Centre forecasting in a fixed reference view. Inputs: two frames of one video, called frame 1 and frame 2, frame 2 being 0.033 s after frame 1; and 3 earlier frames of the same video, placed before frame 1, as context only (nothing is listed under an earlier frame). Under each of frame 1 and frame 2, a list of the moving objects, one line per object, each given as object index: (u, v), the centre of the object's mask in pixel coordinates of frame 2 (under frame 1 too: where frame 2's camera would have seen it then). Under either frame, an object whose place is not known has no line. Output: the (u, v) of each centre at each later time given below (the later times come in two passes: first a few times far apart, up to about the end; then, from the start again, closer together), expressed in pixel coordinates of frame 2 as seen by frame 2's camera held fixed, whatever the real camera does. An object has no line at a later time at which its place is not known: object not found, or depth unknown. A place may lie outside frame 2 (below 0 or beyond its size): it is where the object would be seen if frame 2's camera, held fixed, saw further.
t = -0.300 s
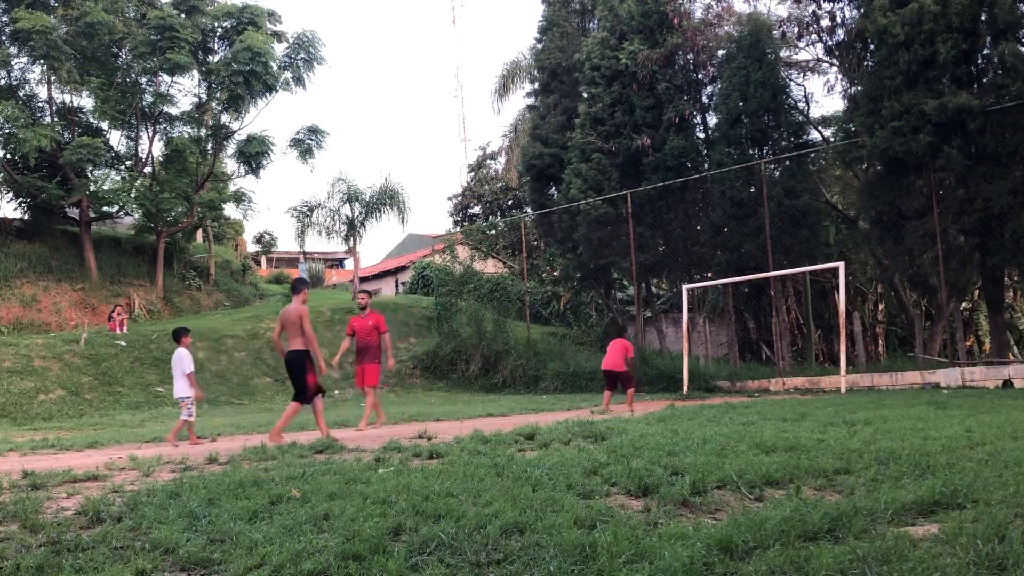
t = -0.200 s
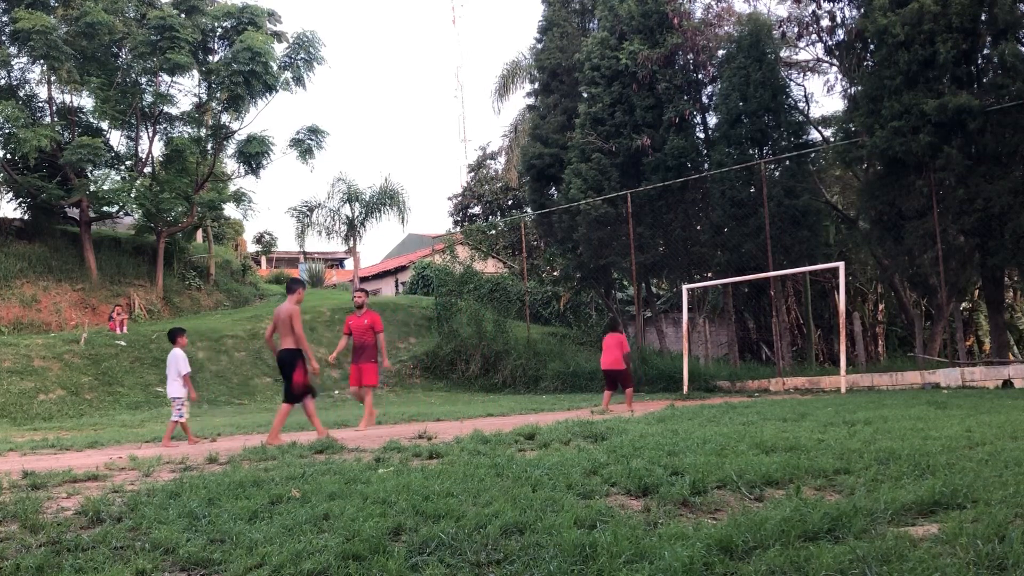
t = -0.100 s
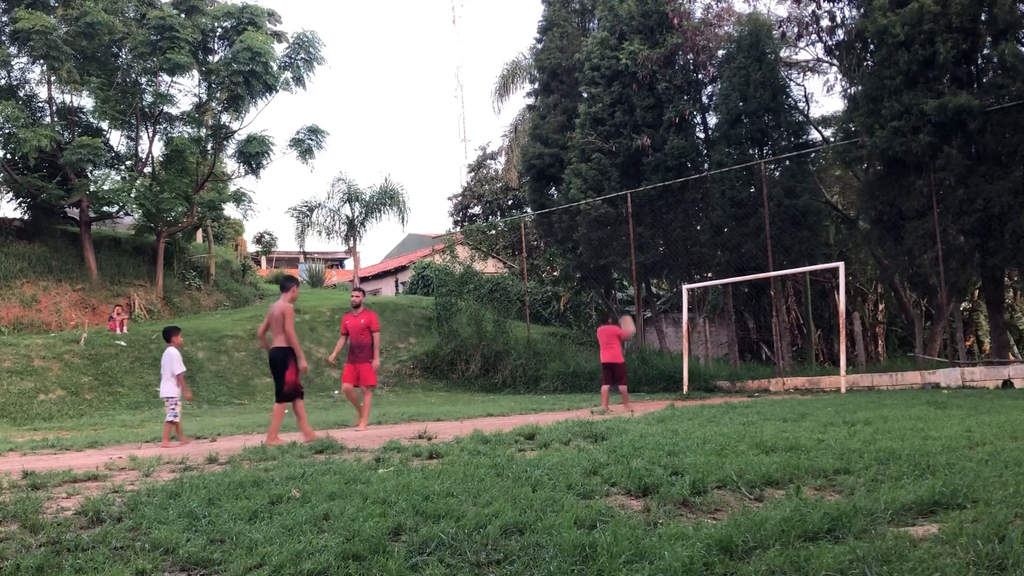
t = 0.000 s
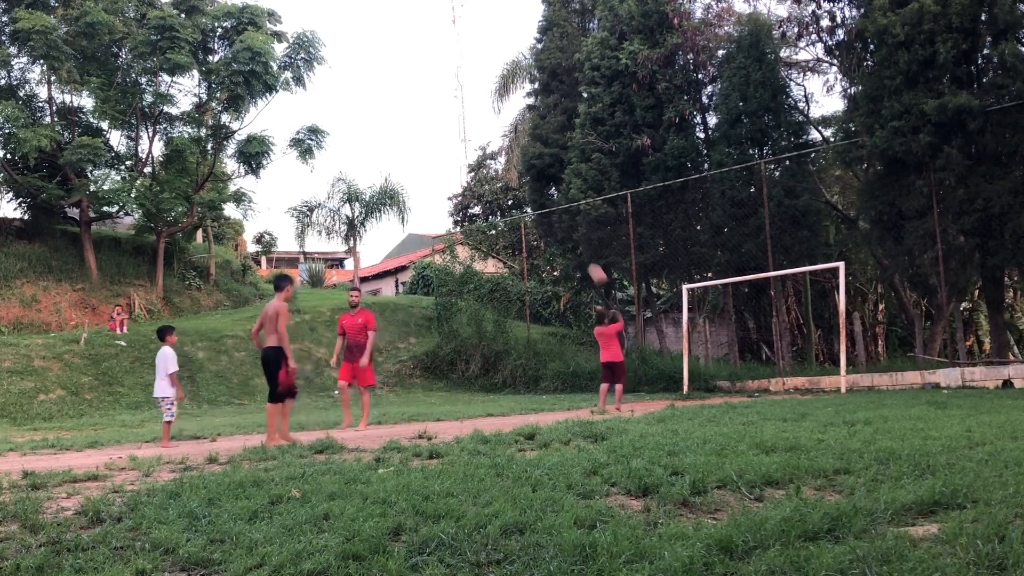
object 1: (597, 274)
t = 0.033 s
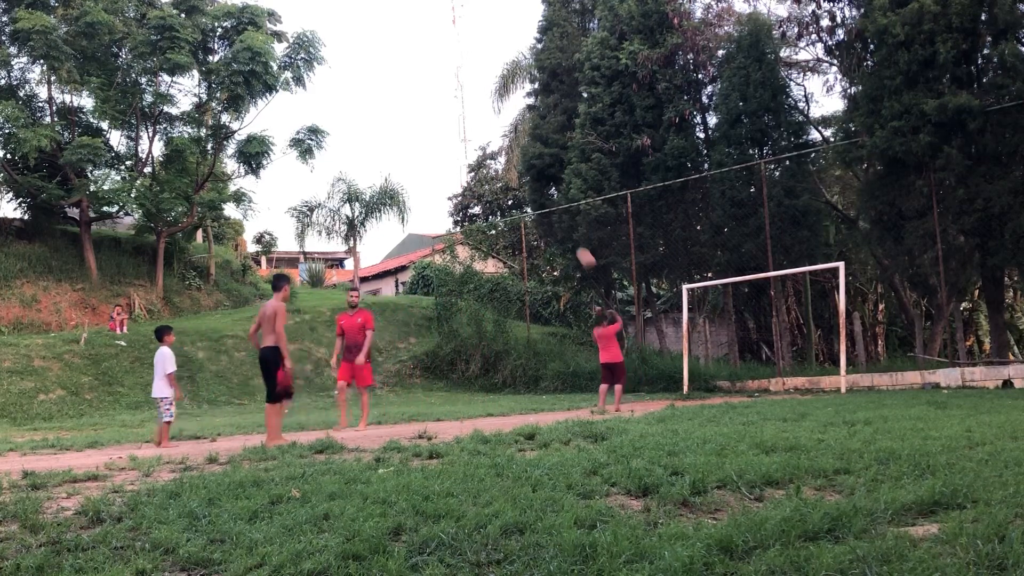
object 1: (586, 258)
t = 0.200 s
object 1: (528, 186)
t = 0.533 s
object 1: (400, 81)
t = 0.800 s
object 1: (284, 41)
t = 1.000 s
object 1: (184, 48)
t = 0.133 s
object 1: (551, 213)
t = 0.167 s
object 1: (538, 198)
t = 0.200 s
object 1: (528, 186)
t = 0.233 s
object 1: (516, 172)
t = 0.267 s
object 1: (506, 161)
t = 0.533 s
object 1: (400, 81)
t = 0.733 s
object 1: (313, 47)
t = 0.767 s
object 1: (301, 43)
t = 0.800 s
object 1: (284, 41)
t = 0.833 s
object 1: (269, 40)
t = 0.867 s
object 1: (251, 40)
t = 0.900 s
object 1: (235, 40)
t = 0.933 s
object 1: (217, 42)
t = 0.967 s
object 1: (201, 45)
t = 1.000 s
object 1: (184, 48)
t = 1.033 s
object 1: (166, 52)
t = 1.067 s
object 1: (148, 58)
